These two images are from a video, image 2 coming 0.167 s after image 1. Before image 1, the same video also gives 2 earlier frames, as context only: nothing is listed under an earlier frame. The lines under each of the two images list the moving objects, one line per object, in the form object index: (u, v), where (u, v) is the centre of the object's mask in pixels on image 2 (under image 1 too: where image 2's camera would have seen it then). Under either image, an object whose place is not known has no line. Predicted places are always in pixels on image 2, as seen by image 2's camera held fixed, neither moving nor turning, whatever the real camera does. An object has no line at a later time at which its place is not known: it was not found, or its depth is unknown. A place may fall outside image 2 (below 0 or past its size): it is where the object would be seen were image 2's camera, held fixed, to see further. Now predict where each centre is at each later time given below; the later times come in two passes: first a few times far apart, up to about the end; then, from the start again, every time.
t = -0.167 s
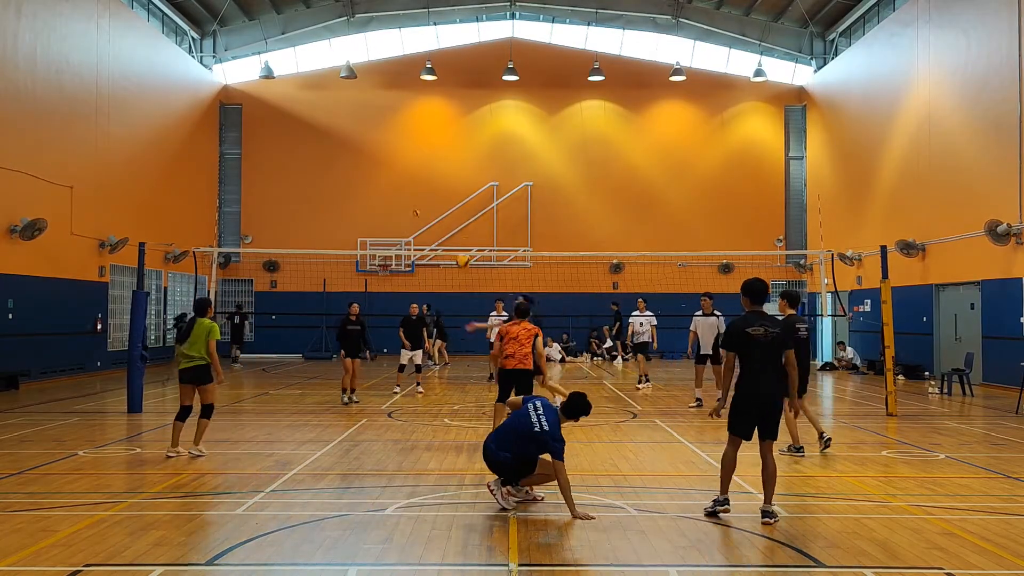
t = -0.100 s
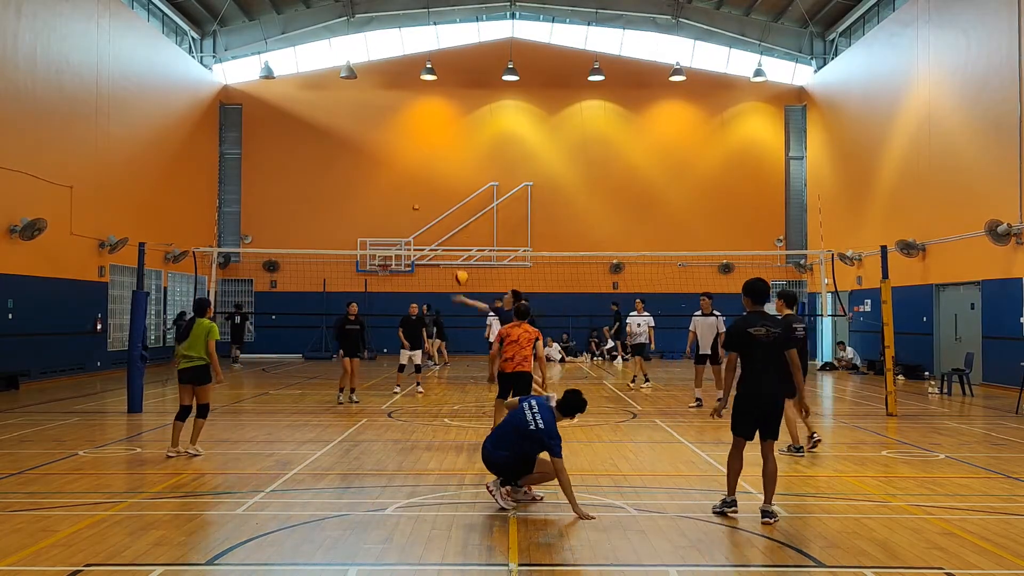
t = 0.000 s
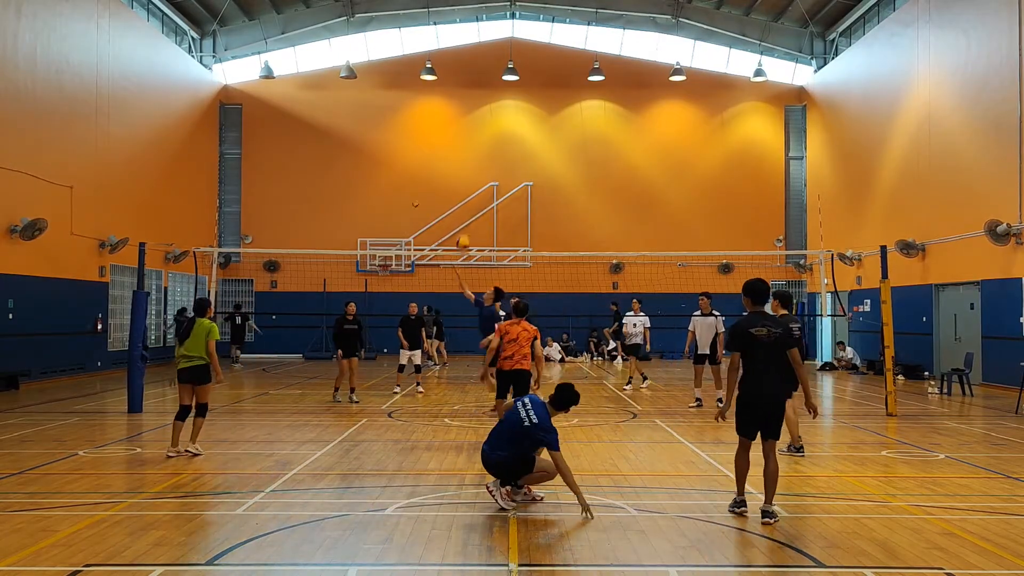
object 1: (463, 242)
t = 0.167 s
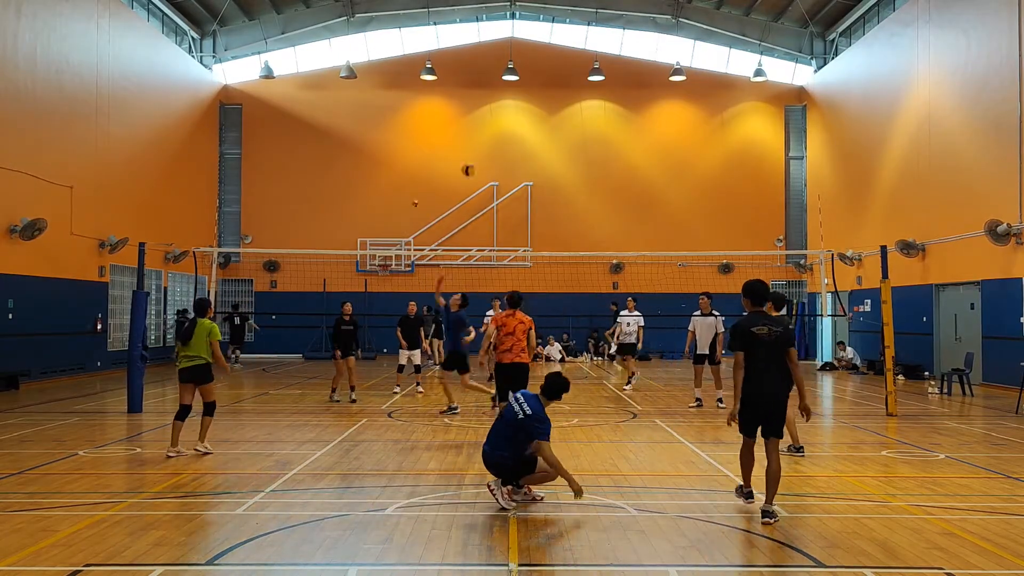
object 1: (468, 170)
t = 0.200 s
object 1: (469, 157)
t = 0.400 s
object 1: (476, 97)
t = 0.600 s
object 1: (483, 65)
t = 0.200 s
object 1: (469, 157)
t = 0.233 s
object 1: (470, 145)
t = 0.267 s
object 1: (471, 134)
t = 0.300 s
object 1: (472, 124)
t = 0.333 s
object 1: (473, 114)
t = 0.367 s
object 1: (475, 105)
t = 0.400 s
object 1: (476, 97)
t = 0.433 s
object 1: (477, 90)
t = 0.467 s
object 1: (478, 83)
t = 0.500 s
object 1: (480, 78)
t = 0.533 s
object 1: (481, 73)
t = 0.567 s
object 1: (482, 68)
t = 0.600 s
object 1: (483, 65)
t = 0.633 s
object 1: (484, 63)
